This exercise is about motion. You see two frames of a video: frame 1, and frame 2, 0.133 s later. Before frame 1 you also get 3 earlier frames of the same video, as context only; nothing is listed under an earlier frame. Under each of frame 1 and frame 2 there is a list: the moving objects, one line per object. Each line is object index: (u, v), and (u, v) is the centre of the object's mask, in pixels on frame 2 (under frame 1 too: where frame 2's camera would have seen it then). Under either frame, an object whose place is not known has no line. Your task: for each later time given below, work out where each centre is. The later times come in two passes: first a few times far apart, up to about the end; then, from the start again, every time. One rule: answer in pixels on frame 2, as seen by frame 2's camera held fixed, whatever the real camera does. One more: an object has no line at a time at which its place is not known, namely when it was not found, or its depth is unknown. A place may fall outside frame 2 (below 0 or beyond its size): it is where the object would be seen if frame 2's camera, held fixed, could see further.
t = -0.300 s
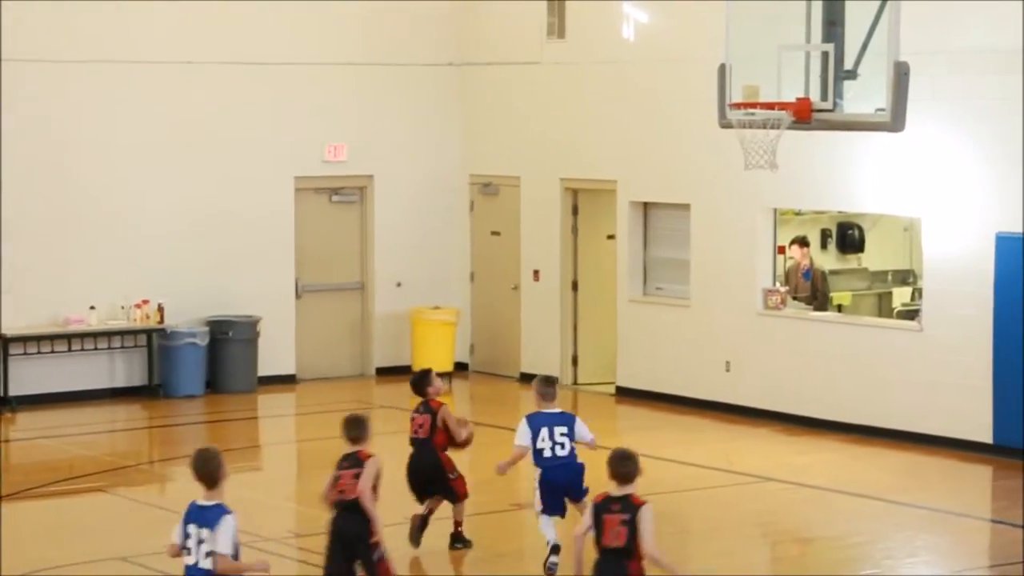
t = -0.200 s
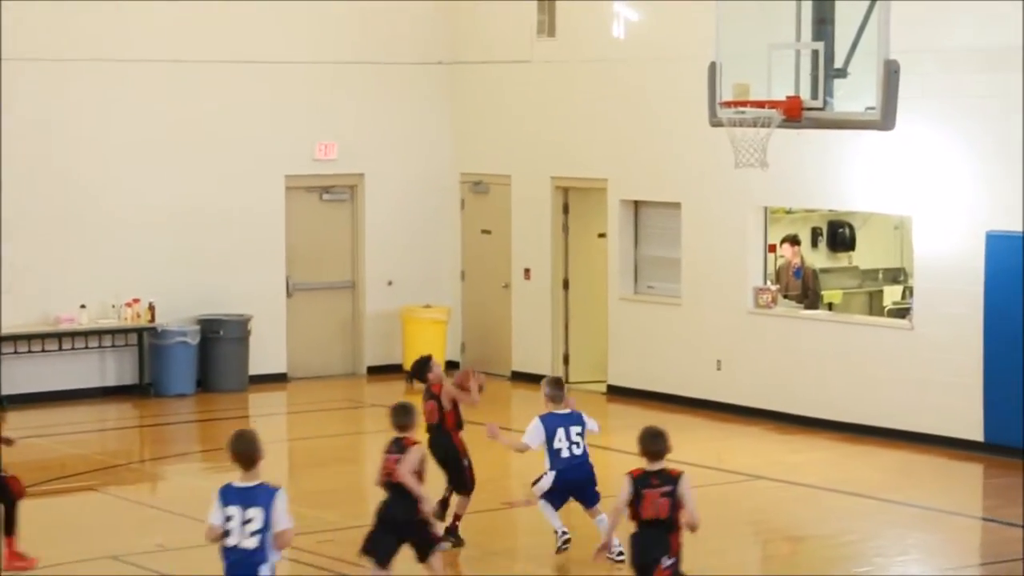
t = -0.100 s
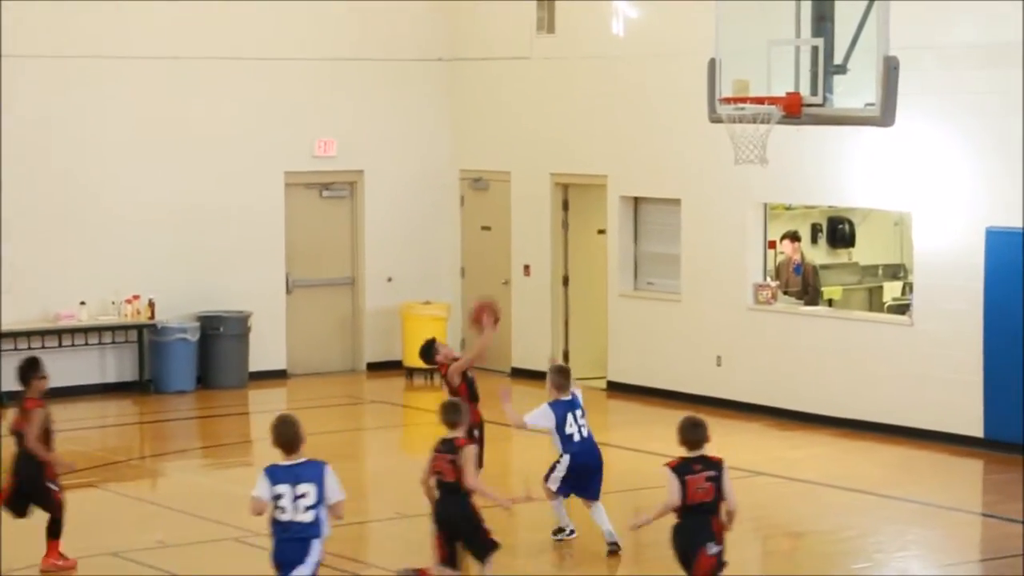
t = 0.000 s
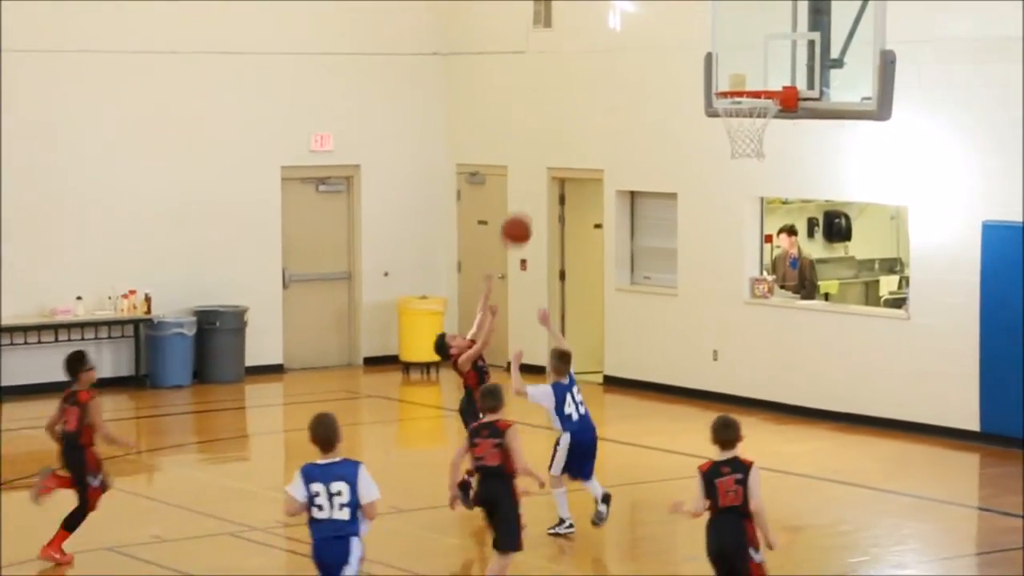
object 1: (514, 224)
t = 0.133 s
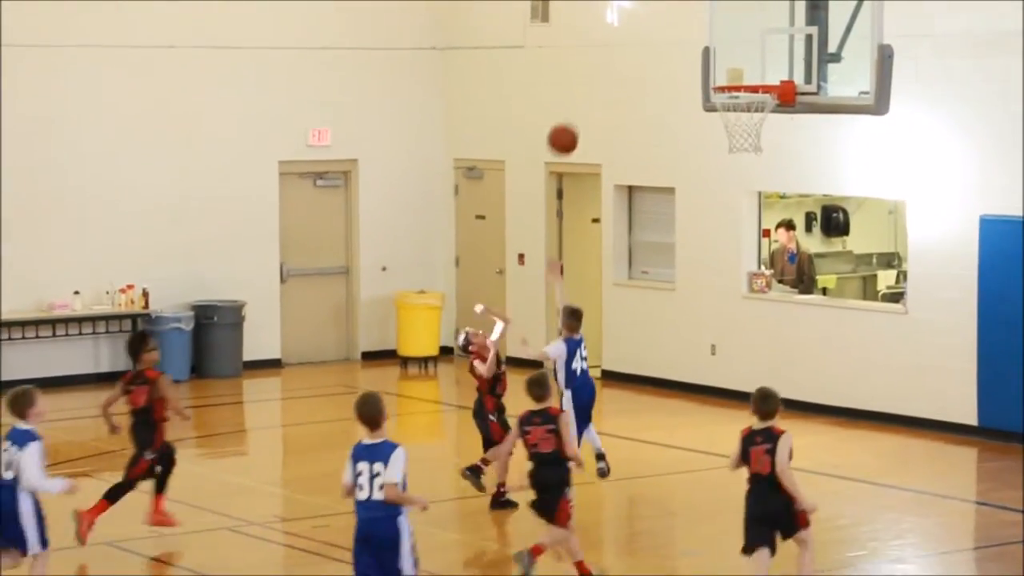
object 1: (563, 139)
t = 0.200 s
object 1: (587, 106)
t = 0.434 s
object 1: (669, 39)
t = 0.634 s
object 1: (739, 41)
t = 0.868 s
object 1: (734, 82)
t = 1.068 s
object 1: (764, 113)
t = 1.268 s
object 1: (769, 128)
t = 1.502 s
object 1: (748, 190)
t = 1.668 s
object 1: (733, 277)
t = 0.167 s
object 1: (575, 122)
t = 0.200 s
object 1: (587, 106)
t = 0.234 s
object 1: (599, 92)
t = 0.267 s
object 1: (610, 79)
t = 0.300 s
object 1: (622, 68)
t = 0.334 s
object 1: (634, 58)
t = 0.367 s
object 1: (646, 50)
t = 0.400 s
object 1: (658, 43)
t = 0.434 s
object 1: (669, 39)
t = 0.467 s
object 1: (681, 35)
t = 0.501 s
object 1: (693, 33)
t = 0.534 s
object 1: (704, 33)
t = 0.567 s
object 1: (716, 34)
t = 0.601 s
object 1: (727, 37)
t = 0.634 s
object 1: (739, 41)
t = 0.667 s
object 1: (750, 47)
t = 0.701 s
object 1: (762, 54)
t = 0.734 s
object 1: (758, 61)
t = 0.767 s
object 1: (752, 69)
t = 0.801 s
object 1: (746, 72)
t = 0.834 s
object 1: (741, 75)
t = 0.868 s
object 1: (734, 82)
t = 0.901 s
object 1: (729, 88)
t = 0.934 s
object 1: (737, 91)
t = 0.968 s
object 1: (743, 95)
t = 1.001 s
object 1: (750, 101)
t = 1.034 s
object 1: (758, 107)
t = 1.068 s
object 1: (764, 113)
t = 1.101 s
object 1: (768, 117)
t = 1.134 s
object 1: (771, 119)
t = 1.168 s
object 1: (772, 120)
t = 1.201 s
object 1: (772, 120)
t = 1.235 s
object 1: (771, 124)
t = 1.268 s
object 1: (769, 128)
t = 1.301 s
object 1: (766, 132)
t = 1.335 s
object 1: (764, 138)
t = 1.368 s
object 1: (760, 145)
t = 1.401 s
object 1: (758, 155)
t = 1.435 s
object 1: (754, 165)
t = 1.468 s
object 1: (751, 176)
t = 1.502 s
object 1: (748, 190)
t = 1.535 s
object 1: (745, 204)
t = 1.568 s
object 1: (742, 221)
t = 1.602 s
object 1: (739, 238)
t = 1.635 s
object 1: (736, 257)
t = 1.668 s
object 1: (733, 277)
